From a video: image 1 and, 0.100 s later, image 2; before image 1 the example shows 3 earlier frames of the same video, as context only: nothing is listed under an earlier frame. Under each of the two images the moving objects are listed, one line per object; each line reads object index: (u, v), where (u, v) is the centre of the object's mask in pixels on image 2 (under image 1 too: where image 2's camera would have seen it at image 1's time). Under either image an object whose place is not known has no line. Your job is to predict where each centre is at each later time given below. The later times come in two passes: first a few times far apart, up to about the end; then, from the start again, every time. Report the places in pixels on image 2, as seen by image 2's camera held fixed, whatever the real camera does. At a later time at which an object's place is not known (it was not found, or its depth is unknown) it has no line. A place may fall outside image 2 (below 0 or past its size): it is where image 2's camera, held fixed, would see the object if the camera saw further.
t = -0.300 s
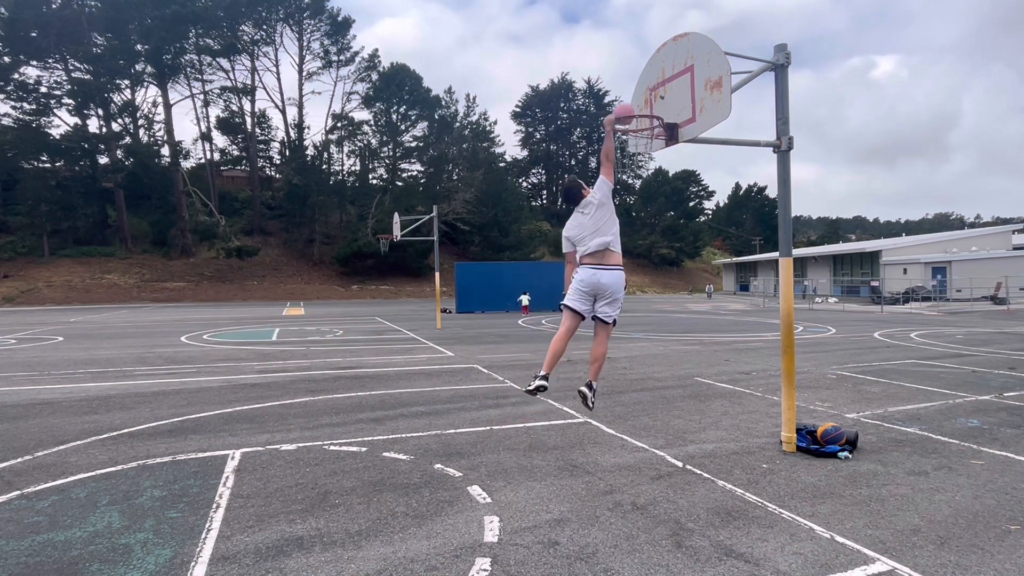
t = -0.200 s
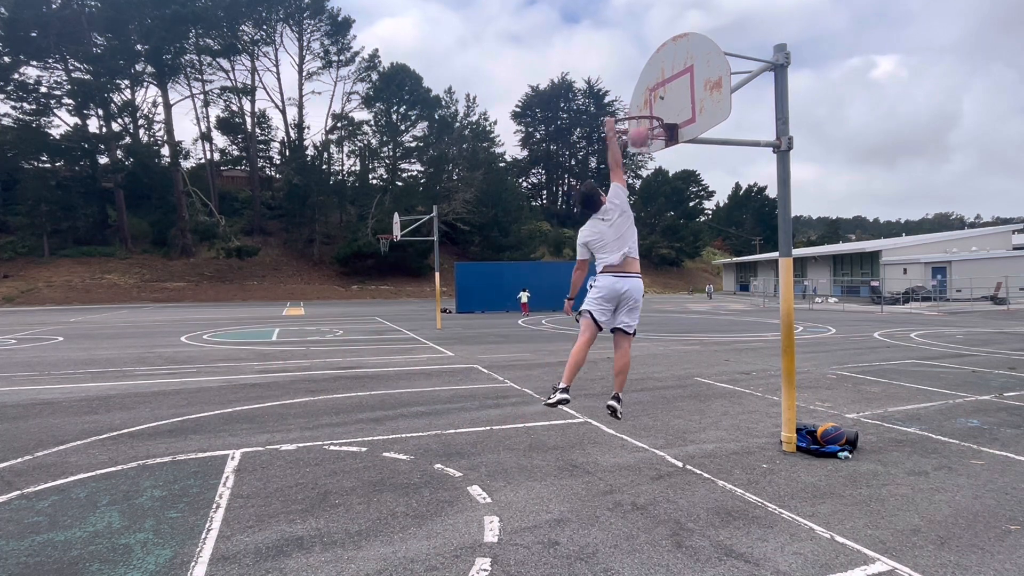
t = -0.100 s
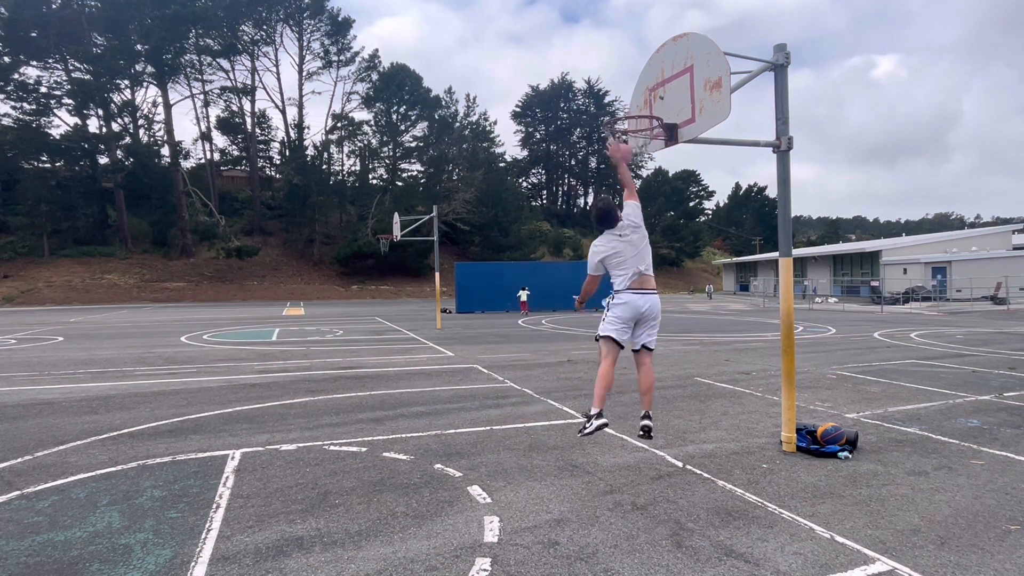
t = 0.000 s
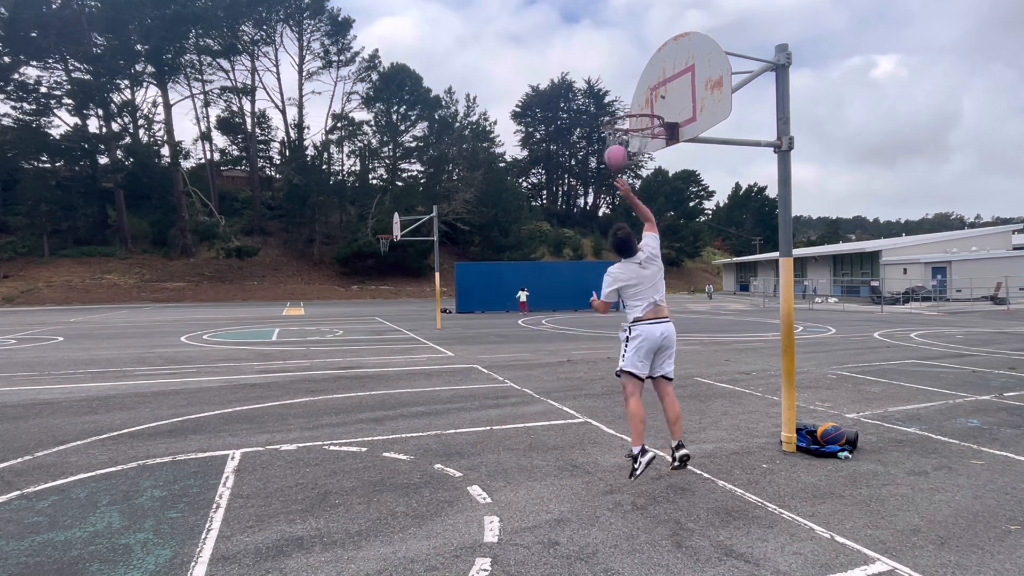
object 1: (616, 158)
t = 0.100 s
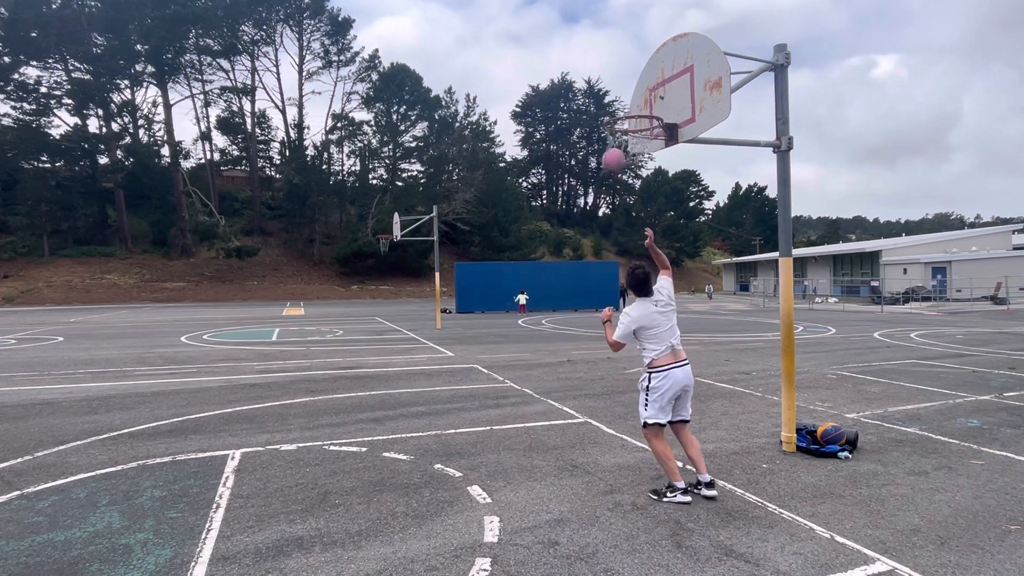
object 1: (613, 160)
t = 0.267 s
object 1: (621, 175)
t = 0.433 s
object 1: (635, 218)
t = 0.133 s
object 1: (613, 162)
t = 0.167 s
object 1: (614, 164)
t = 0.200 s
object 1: (616, 167)
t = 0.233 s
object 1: (619, 170)
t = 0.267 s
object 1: (621, 175)
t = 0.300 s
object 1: (624, 181)
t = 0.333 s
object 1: (627, 188)
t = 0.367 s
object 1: (630, 197)
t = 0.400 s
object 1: (632, 207)
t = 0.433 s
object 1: (635, 218)
